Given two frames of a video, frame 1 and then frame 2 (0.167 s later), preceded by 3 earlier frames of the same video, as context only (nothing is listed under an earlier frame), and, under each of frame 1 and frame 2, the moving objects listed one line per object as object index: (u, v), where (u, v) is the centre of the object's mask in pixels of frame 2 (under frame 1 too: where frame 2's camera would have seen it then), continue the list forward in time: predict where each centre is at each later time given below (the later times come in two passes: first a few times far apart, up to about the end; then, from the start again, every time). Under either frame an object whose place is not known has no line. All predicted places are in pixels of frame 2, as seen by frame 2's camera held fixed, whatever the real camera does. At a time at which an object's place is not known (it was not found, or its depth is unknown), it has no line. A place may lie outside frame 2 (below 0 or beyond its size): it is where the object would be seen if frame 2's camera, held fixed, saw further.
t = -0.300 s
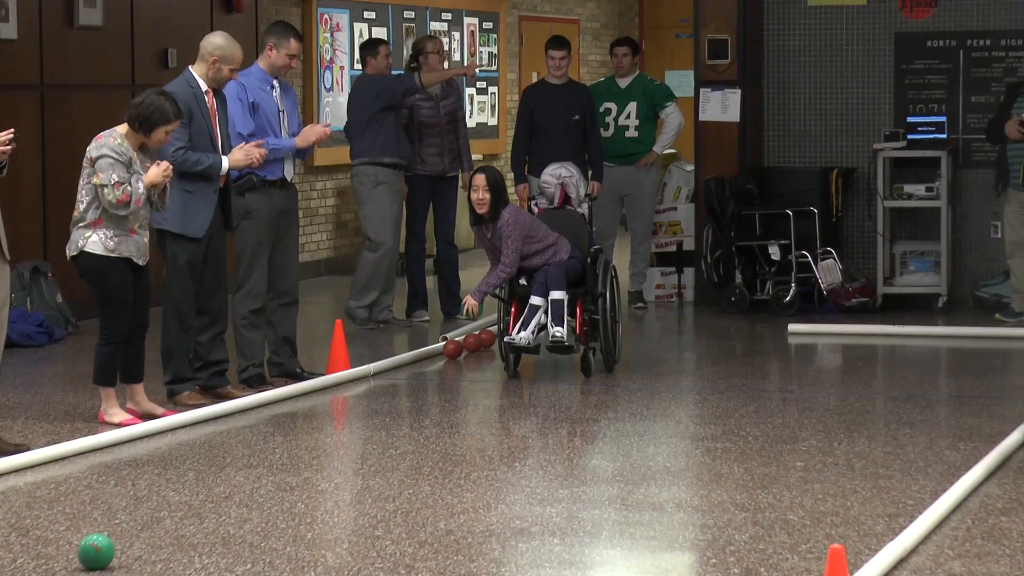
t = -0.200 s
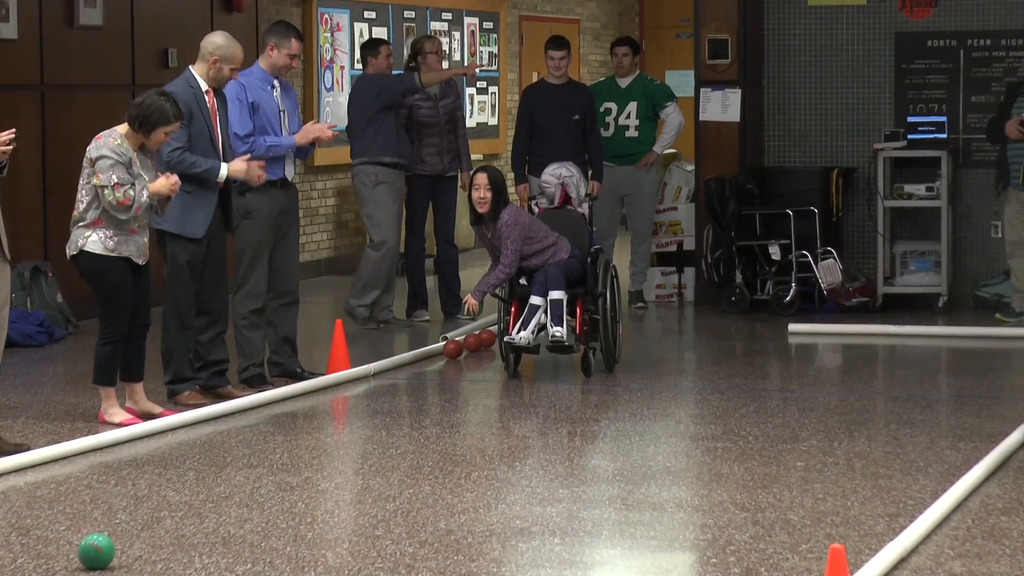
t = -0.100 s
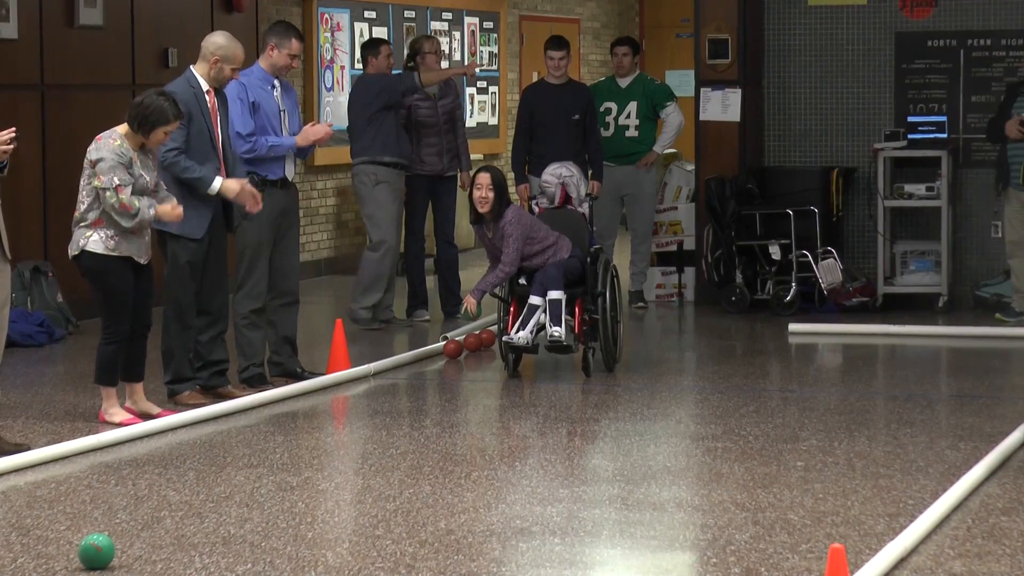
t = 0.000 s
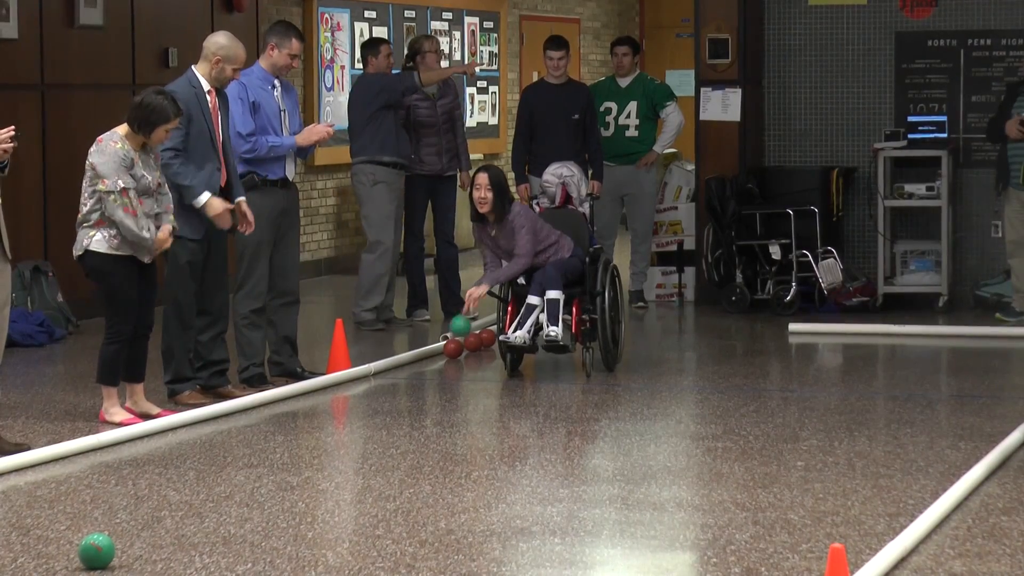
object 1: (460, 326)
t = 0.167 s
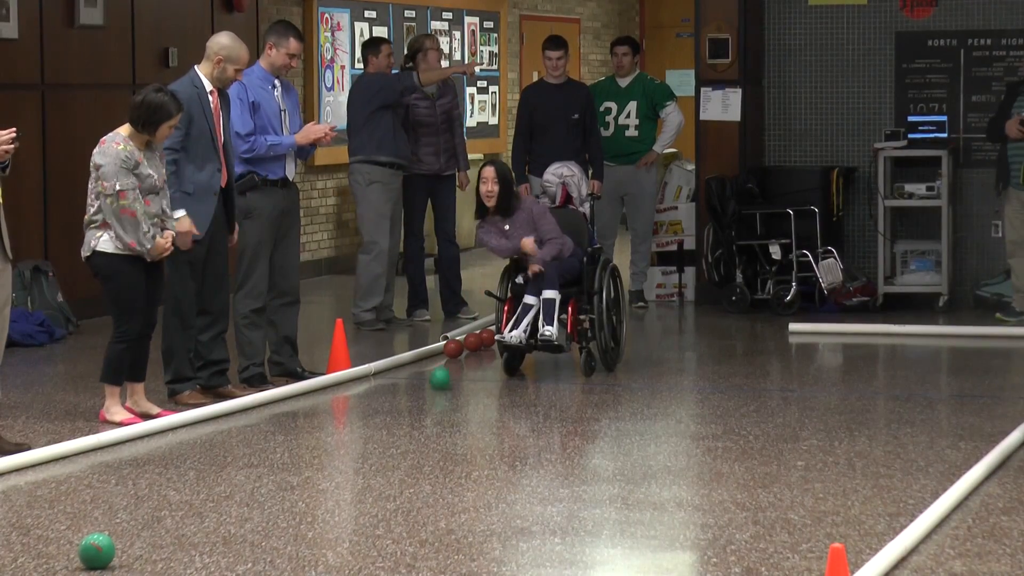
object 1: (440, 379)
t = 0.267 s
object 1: (428, 360)
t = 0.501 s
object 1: (400, 395)
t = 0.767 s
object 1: (372, 400)
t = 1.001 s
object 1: (347, 411)
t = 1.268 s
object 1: (319, 423)
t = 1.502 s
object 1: (293, 434)
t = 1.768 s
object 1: (264, 446)
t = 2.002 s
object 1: (236, 457)
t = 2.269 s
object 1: (203, 470)
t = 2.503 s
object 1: (172, 482)
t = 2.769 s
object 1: (136, 496)
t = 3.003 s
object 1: (104, 509)
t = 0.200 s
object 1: (436, 369)
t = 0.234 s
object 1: (432, 364)
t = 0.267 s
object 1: (428, 360)
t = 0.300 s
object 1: (424, 358)
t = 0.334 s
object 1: (420, 358)
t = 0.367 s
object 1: (416, 361)
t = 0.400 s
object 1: (412, 366)
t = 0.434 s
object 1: (408, 372)
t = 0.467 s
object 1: (404, 382)
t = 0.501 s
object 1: (400, 395)
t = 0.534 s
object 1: (396, 393)
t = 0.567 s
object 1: (393, 387)
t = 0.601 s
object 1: (389, 384)
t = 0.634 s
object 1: (386, 382)
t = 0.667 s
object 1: (382, 383)
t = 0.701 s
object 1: (378, 386)
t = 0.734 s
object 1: (375, 391)
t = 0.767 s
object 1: (372, 400)
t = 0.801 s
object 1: (368, 407)
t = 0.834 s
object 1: (365, 405)
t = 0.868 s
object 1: (361, 401)
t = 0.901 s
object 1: (358, 400)
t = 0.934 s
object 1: (355, 401)
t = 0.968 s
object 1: (351, 405)
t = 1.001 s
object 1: (347, 411)
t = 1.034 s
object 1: (344, 417)
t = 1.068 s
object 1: (340, 413)
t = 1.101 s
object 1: (337, 412)
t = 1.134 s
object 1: (333, 412)
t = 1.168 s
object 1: (330, 415)
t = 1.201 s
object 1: (326, 421)
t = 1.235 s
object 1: (323, 424)
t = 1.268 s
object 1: (319, 423)
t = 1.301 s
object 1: (315, 422)
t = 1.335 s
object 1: (312, 425)
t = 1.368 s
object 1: (308, 429)
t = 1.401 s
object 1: (304, 430)
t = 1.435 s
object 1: (301, 429)
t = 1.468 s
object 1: (297, 431)
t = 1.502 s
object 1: (293, 434)
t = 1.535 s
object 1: (289, 436)
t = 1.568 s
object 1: (286, 436)
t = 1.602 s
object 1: (282, 438)
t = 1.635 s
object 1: (279, 441)
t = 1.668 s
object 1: (275, 442)
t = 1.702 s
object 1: (271, 443)
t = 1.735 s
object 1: (267, 445)
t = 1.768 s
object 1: (264, 446)
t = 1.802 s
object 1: (260, 448)
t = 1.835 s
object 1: (256, 450)
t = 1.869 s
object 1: (252, 451)
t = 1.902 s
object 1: (248, 452)
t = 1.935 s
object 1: (244, 455)
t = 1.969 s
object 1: (240, 456)
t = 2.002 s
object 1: (236, 457)
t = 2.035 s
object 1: (232, 459)
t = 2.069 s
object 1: (228, 461)
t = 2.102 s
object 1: (224, 463)
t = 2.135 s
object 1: (220, 464)
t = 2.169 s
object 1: (215, 465)
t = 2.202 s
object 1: (211, 467)
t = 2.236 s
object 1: (207, 469)
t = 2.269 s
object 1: (203, 470)
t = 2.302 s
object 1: (199, 472)
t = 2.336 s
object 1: (195, 474)
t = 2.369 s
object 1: (190, 475)
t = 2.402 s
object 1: (186, 477)
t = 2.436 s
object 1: (182, 478)
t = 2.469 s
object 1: (177, 480)
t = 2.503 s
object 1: (172, 482)
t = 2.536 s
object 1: (168, 484)
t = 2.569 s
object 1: (164, 486)
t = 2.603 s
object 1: (159, 487)
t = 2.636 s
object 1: (155, 489)
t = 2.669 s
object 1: (151, 491)
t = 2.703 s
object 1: (146, 492)
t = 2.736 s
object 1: (141, 494)
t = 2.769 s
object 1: (136, 496)
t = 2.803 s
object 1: (132, 497)
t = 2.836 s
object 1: (127, 499)
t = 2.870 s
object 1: (123, 501)
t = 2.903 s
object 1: (119, 503)
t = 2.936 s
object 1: (114, 505)
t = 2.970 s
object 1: (109, 506)
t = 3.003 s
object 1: (104, 509)
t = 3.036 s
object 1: (100, 510)
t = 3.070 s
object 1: (97, 513)
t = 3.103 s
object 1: (94, 515)
